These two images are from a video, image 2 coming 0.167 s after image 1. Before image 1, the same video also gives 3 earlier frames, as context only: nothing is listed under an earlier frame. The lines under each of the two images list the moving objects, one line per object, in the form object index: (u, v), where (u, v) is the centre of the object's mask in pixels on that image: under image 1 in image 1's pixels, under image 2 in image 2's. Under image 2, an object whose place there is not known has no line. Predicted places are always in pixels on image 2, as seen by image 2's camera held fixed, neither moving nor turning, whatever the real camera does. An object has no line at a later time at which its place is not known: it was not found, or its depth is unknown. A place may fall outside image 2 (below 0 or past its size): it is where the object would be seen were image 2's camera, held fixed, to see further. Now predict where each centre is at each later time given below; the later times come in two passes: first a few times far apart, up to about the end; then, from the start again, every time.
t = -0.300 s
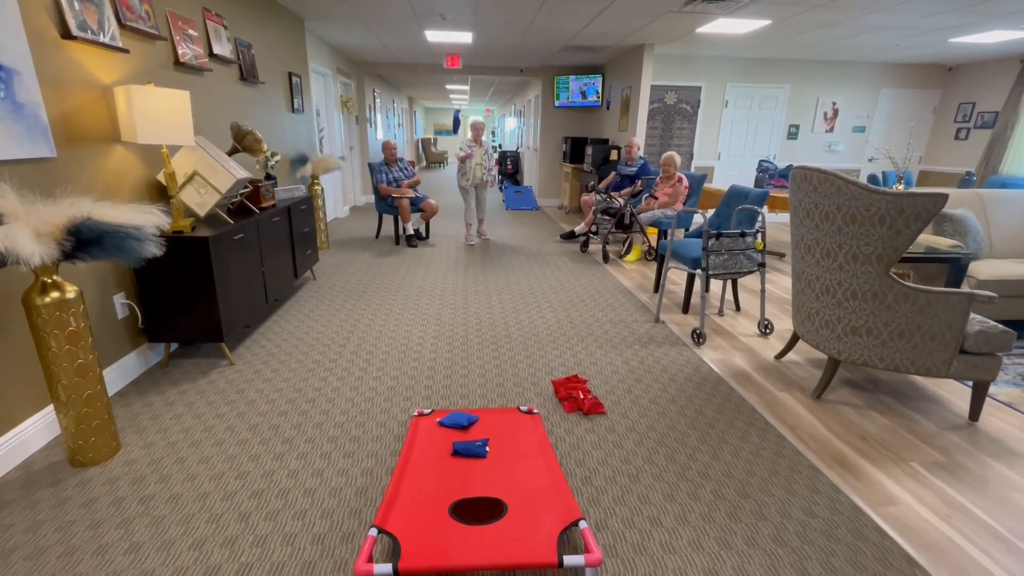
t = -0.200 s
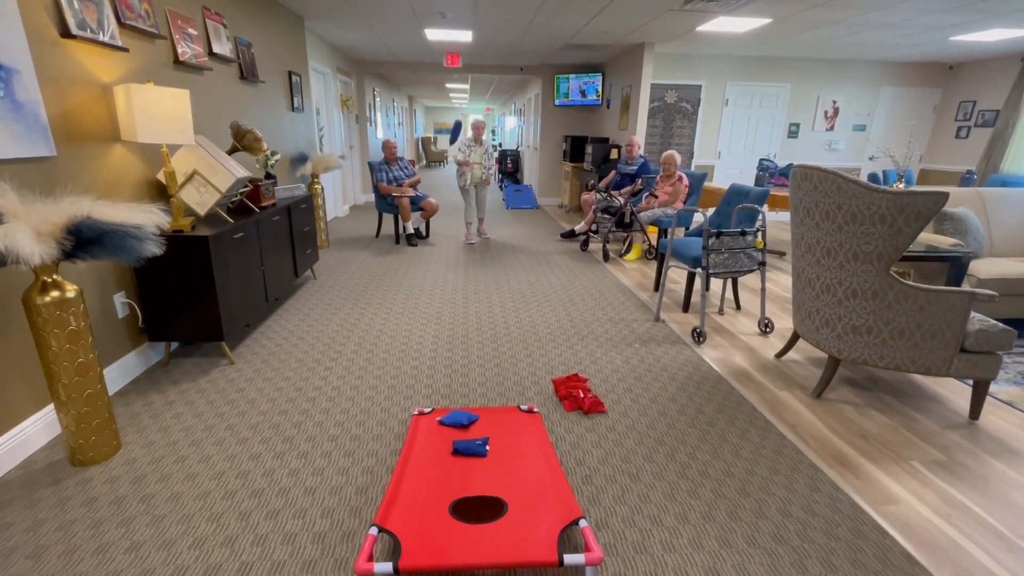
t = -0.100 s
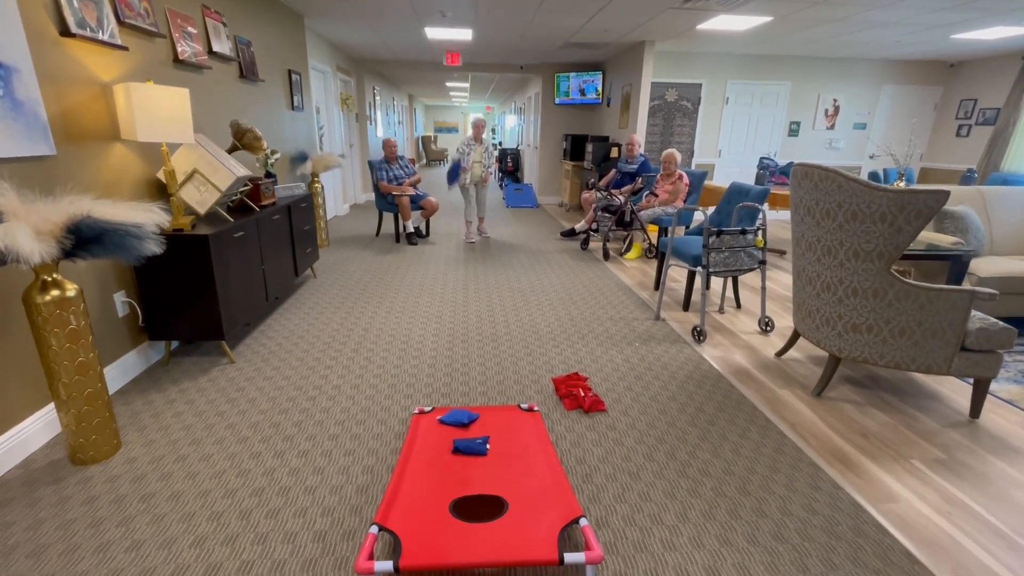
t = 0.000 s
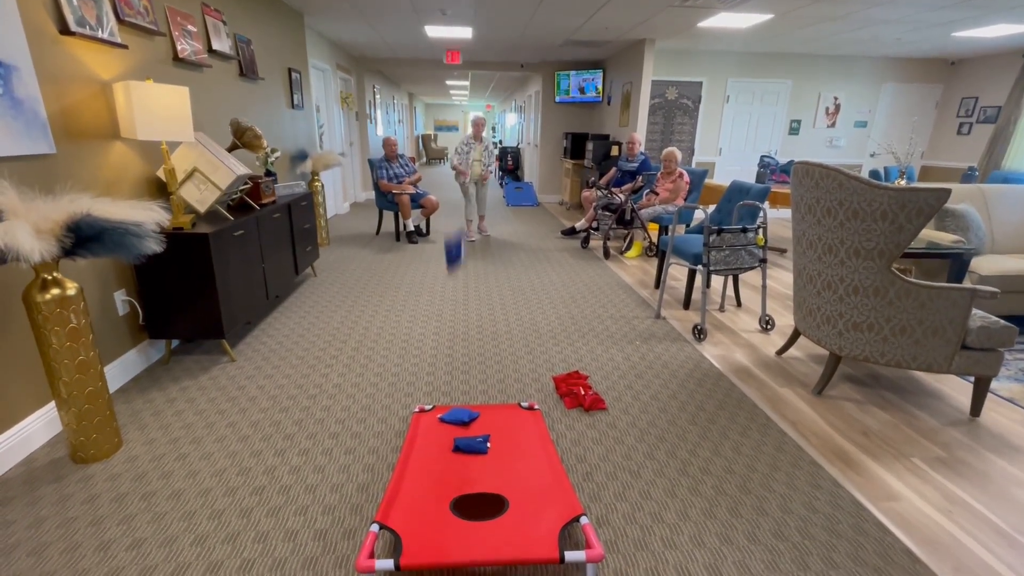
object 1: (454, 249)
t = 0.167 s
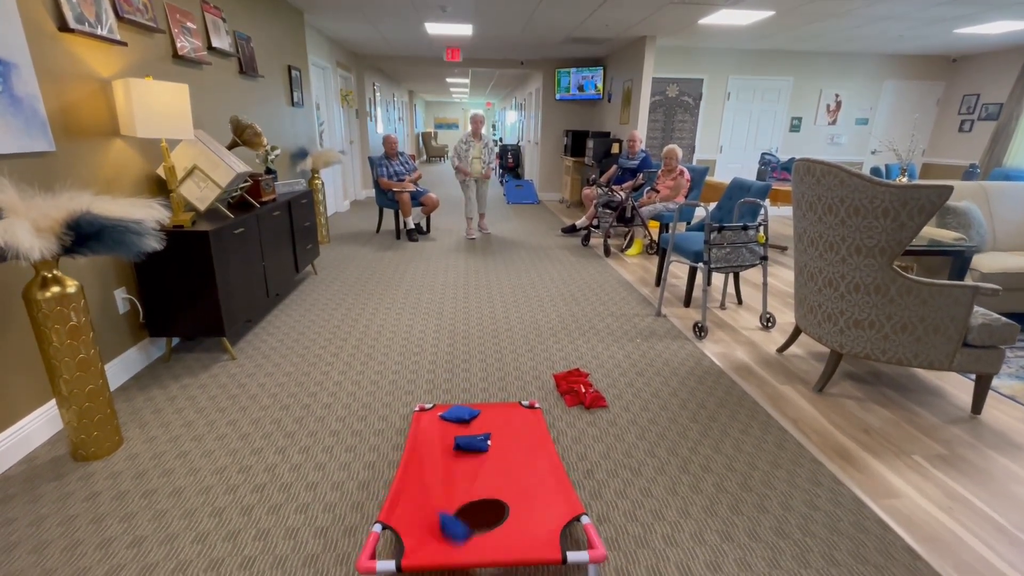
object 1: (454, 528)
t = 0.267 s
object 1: (466, 490)
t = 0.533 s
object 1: (484, 502)
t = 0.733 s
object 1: (483, 505)
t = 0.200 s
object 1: (459, 505)
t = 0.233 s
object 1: (462, 491)
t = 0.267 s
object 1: (466, 490)
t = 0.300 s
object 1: (470, 494)
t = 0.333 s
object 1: (475, 495)
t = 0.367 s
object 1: (479, 499)
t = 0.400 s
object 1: (483, 504)
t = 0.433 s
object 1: (485, 506)
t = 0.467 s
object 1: (484, 502)
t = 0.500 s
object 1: (484, 501)
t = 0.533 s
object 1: (484, 502)
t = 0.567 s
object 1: (483, 504)
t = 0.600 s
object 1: (483, 506)
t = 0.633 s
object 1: (483, 506)
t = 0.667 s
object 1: (483, 505)
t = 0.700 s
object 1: (483, 504)
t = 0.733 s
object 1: (483, 505)
